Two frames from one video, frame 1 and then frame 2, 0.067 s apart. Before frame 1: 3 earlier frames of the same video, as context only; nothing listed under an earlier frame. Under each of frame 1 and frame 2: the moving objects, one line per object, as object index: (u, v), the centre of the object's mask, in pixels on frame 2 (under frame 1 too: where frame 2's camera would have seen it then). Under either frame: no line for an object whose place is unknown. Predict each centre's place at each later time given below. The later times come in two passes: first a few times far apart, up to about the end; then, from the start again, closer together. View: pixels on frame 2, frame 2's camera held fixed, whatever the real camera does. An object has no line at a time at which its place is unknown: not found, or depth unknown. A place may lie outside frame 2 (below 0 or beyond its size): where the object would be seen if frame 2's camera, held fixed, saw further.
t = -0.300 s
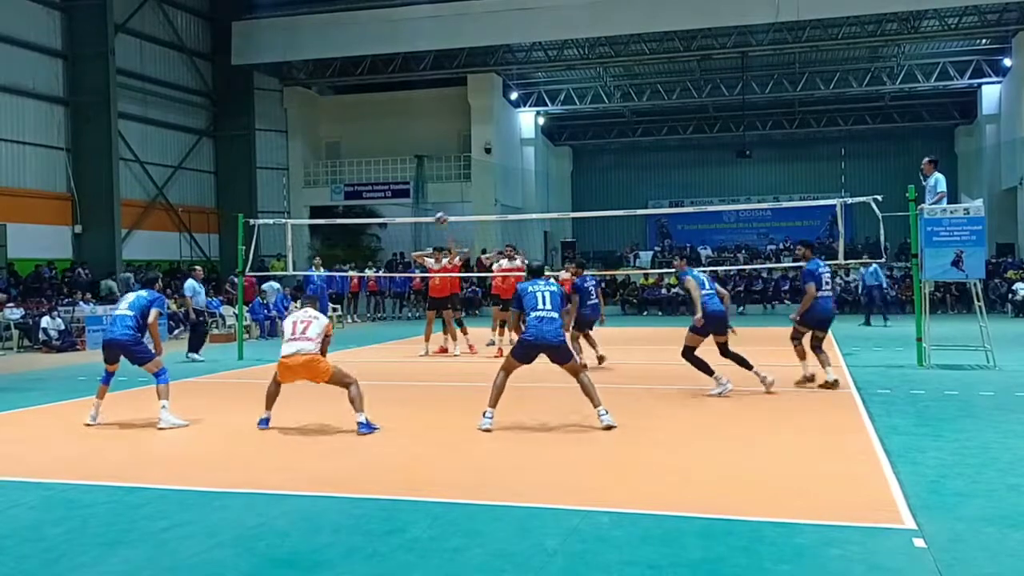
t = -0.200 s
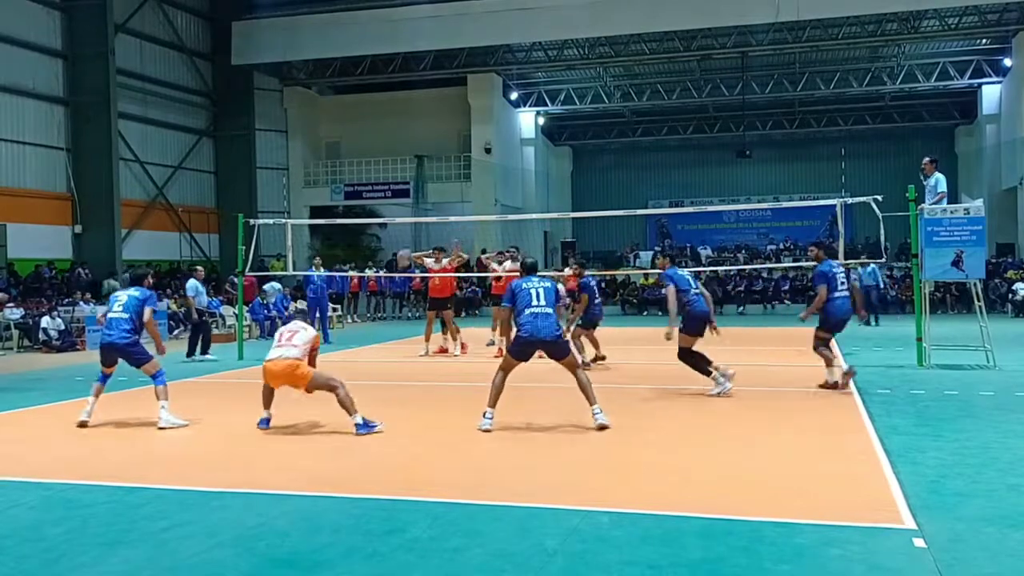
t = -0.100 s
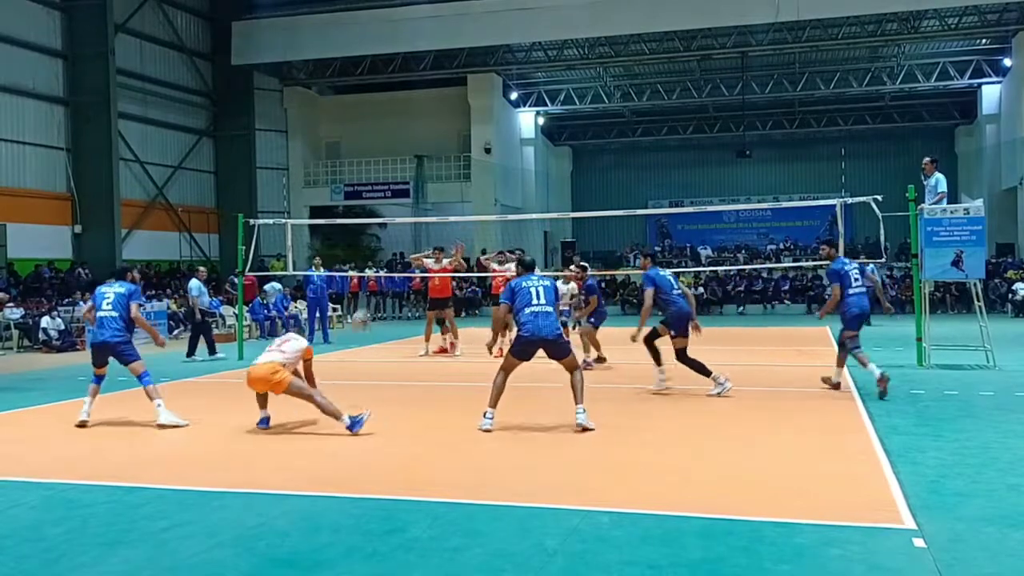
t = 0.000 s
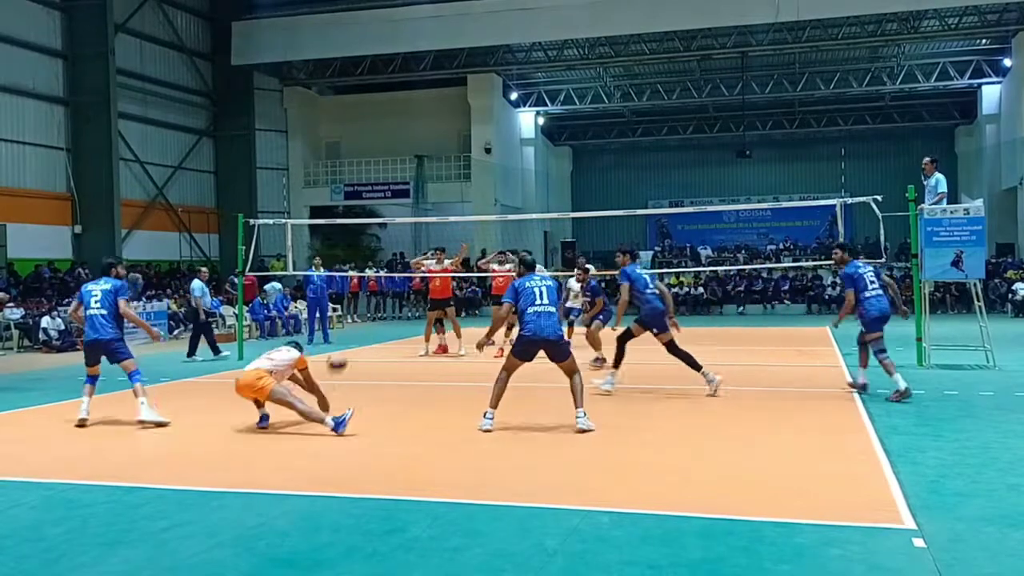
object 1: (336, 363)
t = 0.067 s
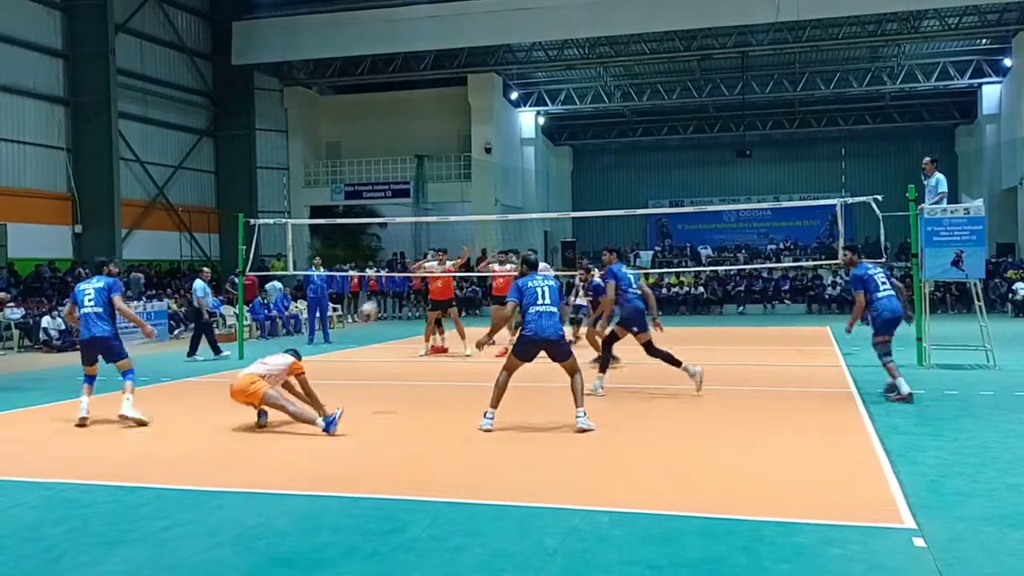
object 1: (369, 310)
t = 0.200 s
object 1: (427, 229)
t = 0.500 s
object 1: (544, 113)
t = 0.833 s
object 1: (661, 76)
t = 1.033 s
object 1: (728, 99)
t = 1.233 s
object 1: (790, 149)
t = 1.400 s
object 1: (842, 212)
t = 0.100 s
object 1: (384, 289)
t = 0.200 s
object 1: (427, 229)
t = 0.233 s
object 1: (440, 210)
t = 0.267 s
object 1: (454, 194)
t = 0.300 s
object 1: (467, 180)
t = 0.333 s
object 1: (480, 165)
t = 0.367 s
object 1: (493, 151)
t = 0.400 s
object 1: (505, 142)
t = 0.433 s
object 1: (519, 131)
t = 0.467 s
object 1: (530, 121)
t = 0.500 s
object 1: (544, 113)
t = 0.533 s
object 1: (557, 104)
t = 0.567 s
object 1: (568, 96)
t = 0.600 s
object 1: (581, 93)
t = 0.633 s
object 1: (593, 86)
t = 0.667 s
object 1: (604, 83)
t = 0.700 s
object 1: (616, 80)
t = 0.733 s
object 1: (627, 78)
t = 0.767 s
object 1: (639, 76)
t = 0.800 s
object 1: (650, 77)
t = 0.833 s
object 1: (661, 76)
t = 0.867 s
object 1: (673, 79)
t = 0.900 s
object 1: (684, 81)
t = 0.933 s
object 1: (696, 85)
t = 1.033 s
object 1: (728, 99)
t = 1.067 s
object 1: (738, 106)
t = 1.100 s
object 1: (749, 113)
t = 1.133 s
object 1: (760, 121)
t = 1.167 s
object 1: (771, 131)
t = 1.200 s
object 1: (780, 140)
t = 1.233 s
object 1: (790, 149)
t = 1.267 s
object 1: (801, 161)
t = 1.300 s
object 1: (812, 173)
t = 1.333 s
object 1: (821, 184)
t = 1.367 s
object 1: (831, 198)
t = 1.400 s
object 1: (842, 212)
